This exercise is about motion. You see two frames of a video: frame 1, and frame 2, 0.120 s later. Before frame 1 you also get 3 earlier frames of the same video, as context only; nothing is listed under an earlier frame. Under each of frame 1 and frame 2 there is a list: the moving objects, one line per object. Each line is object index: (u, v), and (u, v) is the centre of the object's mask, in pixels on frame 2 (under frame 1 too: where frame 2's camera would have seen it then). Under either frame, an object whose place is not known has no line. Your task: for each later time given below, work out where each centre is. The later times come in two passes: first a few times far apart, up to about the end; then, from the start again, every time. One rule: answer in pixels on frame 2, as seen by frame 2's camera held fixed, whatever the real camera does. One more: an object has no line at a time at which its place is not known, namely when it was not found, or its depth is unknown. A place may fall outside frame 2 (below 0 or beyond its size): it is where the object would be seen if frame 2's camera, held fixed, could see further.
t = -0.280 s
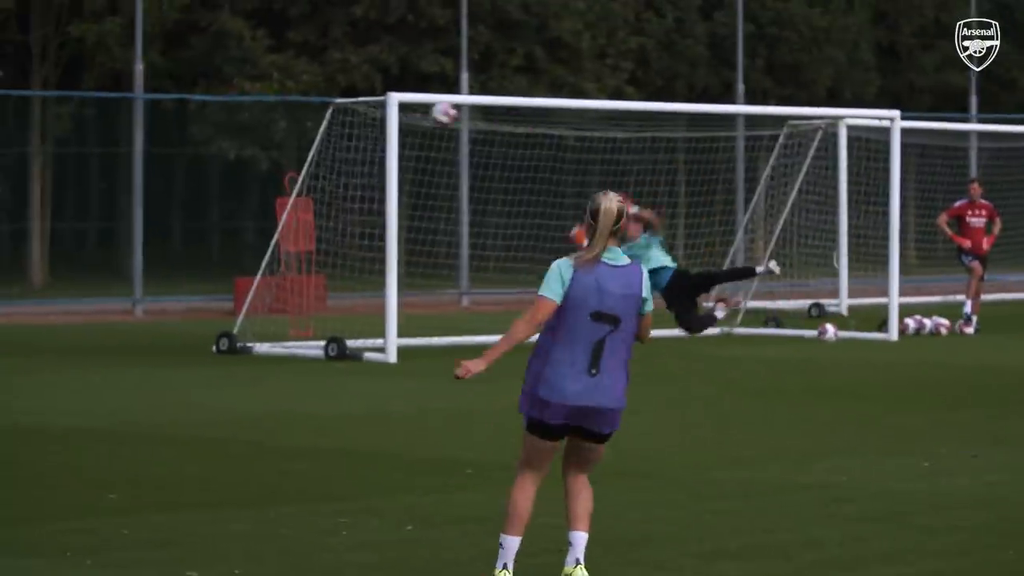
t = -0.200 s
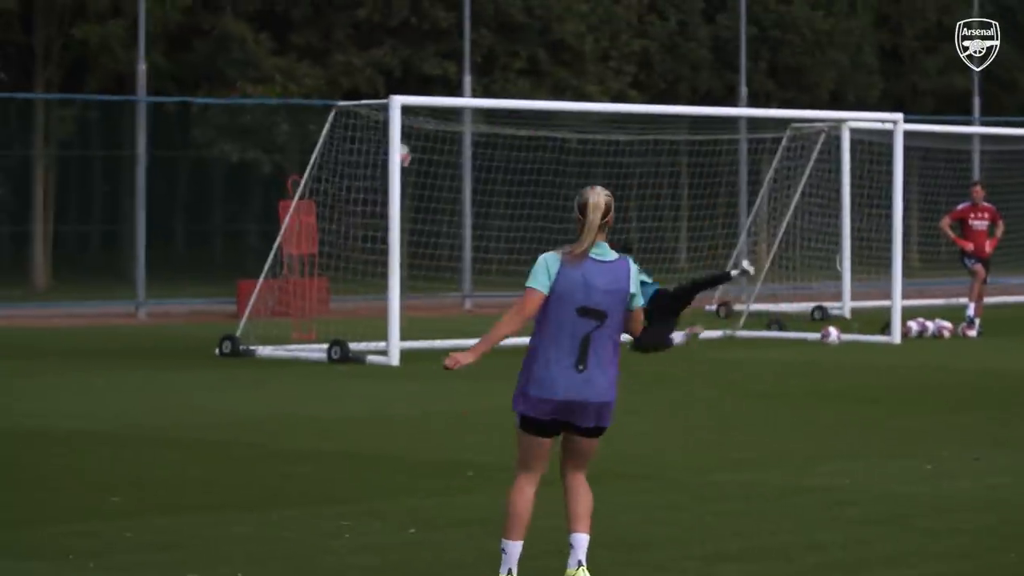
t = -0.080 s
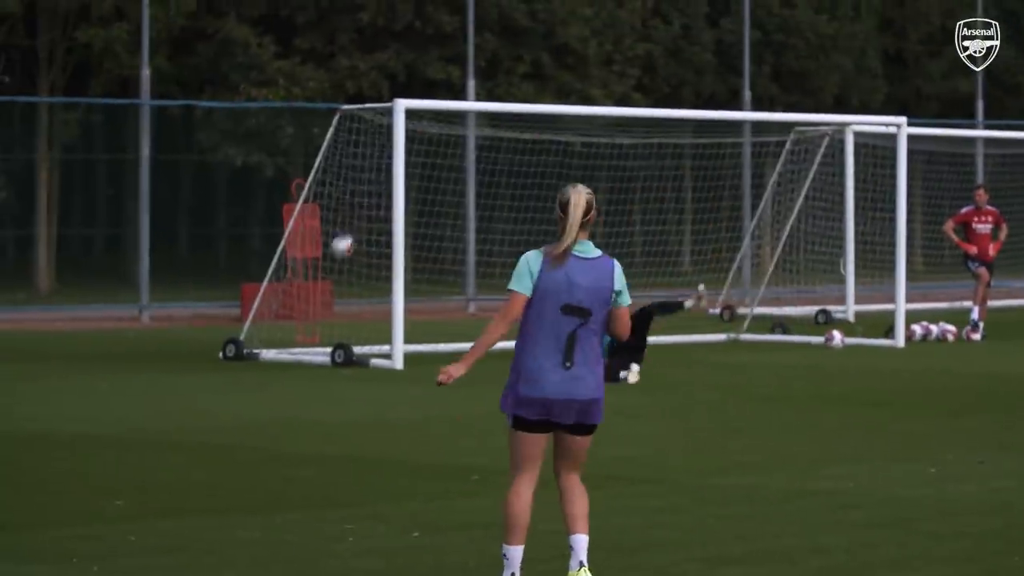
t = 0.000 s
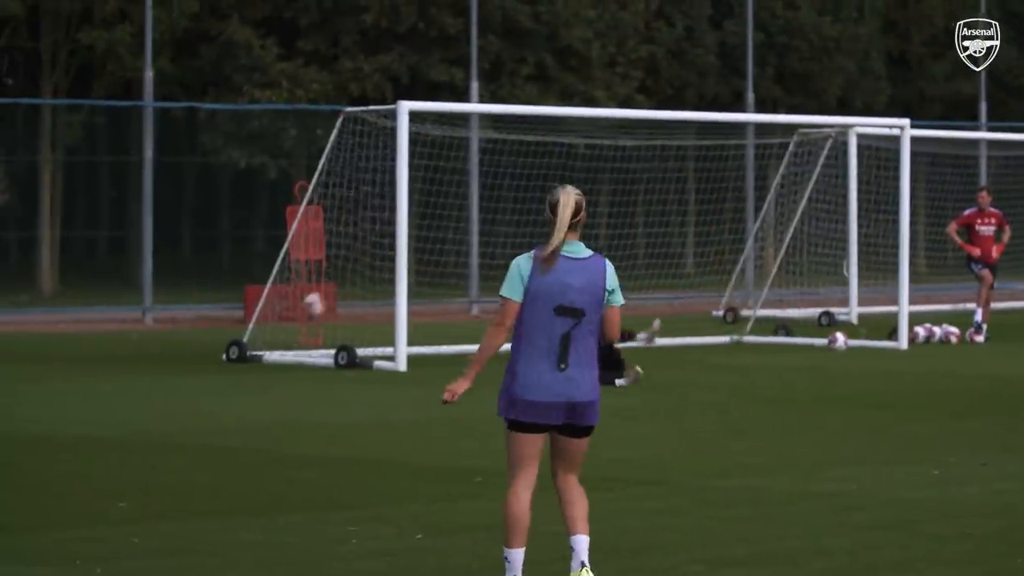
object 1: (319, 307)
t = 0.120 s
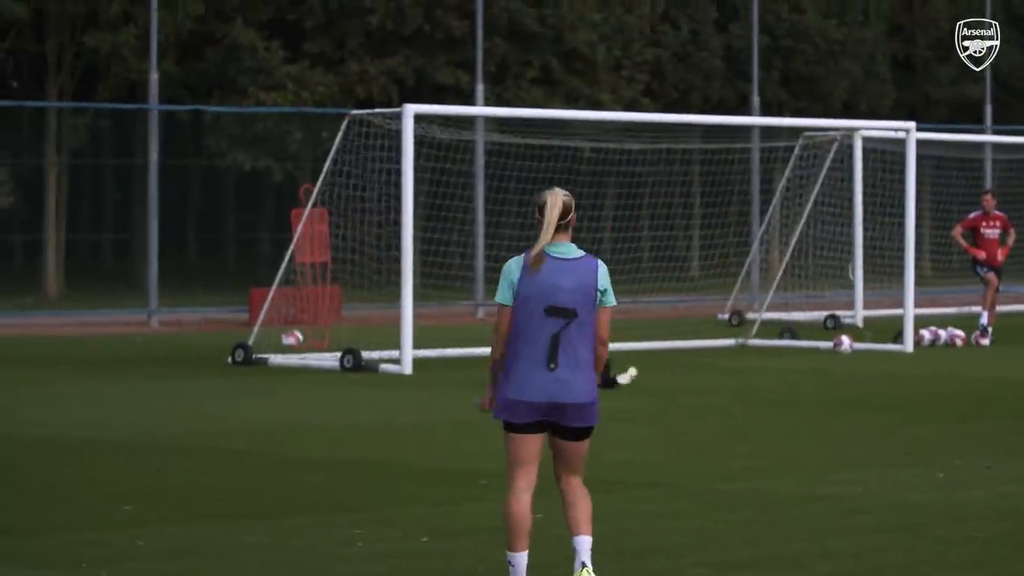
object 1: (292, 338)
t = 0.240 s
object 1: (284, 302)
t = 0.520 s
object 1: (289, 302)
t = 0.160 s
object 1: (289, 324)
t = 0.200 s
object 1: (287, 312)
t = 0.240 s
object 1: (284, 302)
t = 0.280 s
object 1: (283, 296)
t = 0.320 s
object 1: (284, 293)
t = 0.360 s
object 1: (285, 291)
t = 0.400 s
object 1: (285, 290)
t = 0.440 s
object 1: (286, 294)
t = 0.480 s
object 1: (287, 297)
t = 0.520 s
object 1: (289, 302)
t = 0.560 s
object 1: (290, 307)
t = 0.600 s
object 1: (291, 318)
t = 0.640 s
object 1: (292, 328)
